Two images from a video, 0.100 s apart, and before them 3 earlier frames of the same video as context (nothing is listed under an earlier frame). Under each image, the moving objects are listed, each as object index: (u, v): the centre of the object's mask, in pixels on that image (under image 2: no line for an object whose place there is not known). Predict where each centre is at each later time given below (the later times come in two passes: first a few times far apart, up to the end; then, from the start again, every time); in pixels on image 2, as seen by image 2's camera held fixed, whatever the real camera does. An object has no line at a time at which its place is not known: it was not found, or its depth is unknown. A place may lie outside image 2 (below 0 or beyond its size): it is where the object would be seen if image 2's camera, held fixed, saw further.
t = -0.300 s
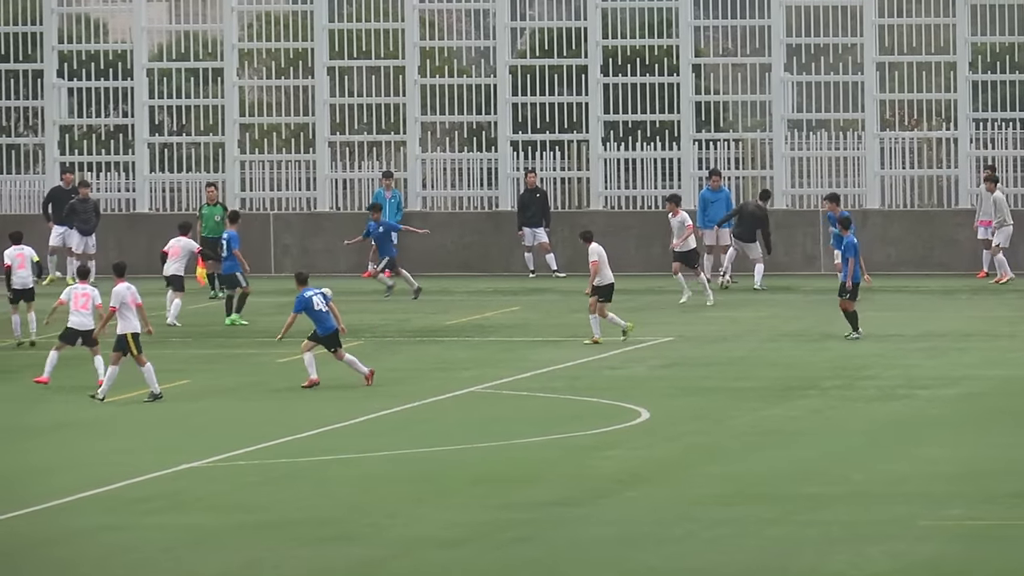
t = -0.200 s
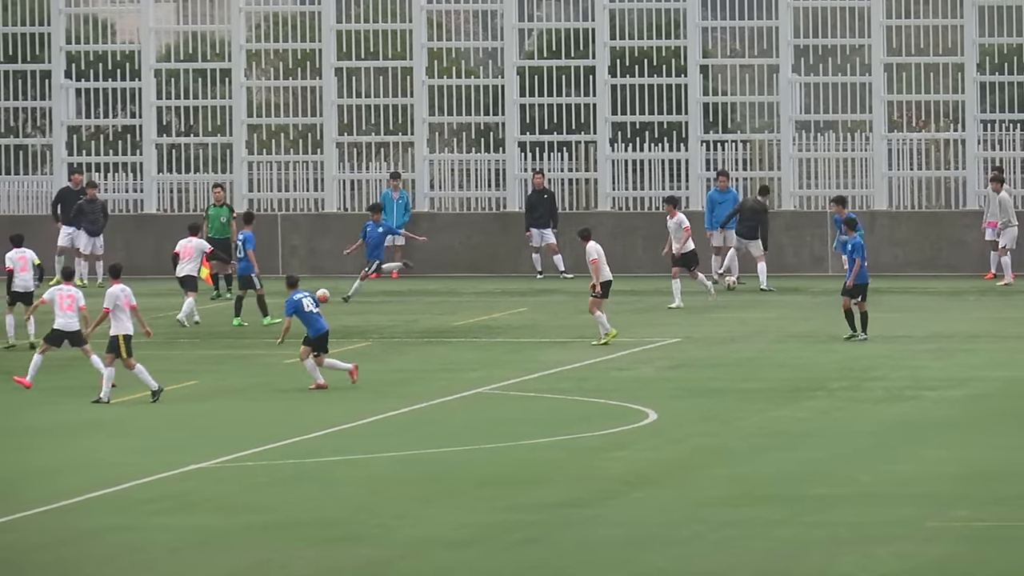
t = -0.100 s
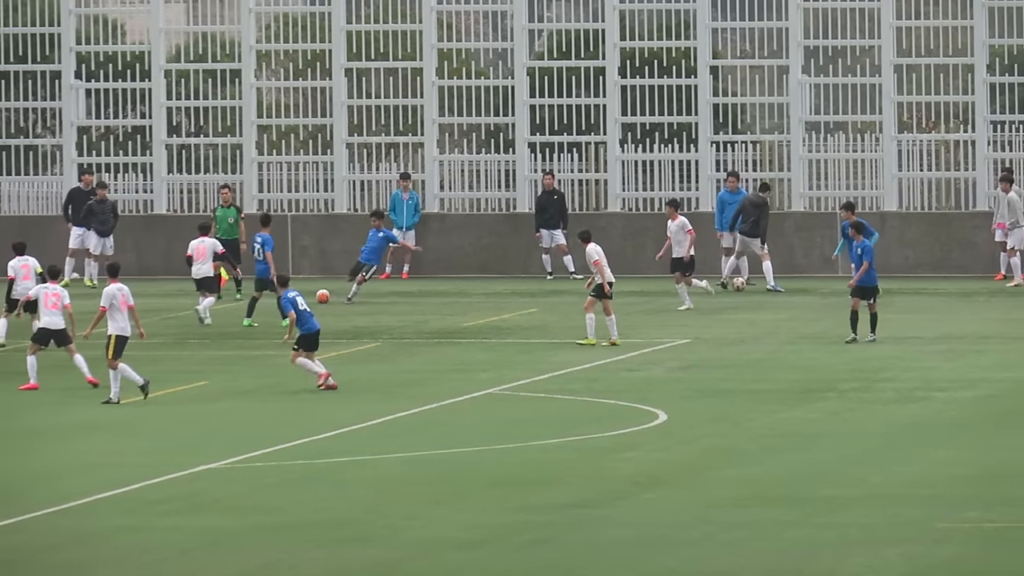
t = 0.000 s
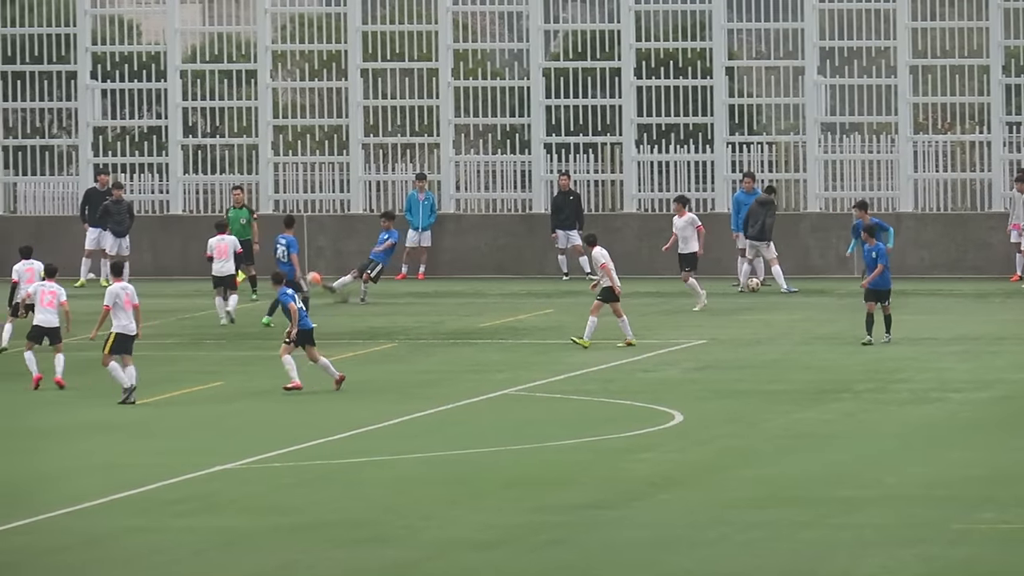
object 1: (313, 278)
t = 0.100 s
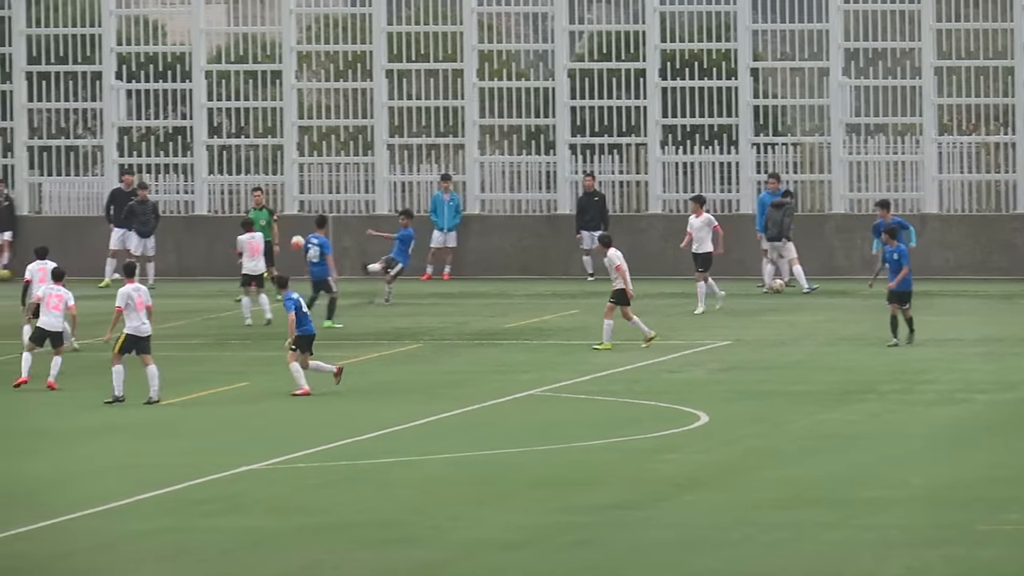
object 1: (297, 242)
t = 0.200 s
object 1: (264, 210)
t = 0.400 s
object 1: (203, 157)
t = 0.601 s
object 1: (152, 123)
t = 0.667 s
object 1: (140, 116)
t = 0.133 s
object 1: (286, 231)
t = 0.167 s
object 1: (274, 221)
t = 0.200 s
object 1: (264, 210)
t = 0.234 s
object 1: (253, 200)
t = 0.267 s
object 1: (242, 190)
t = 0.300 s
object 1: (231, 181)
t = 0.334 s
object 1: (222, 172)
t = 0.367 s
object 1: (213, 164)
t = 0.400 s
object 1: (203, 157)
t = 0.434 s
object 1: (193, 149)
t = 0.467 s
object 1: (185, 143)
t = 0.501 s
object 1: (176, 137)
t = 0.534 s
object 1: (168, 133)
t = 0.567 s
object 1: (160, 127)
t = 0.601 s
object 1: (152, 123)
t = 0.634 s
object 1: (145, 120)
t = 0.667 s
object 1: (140, 116)
